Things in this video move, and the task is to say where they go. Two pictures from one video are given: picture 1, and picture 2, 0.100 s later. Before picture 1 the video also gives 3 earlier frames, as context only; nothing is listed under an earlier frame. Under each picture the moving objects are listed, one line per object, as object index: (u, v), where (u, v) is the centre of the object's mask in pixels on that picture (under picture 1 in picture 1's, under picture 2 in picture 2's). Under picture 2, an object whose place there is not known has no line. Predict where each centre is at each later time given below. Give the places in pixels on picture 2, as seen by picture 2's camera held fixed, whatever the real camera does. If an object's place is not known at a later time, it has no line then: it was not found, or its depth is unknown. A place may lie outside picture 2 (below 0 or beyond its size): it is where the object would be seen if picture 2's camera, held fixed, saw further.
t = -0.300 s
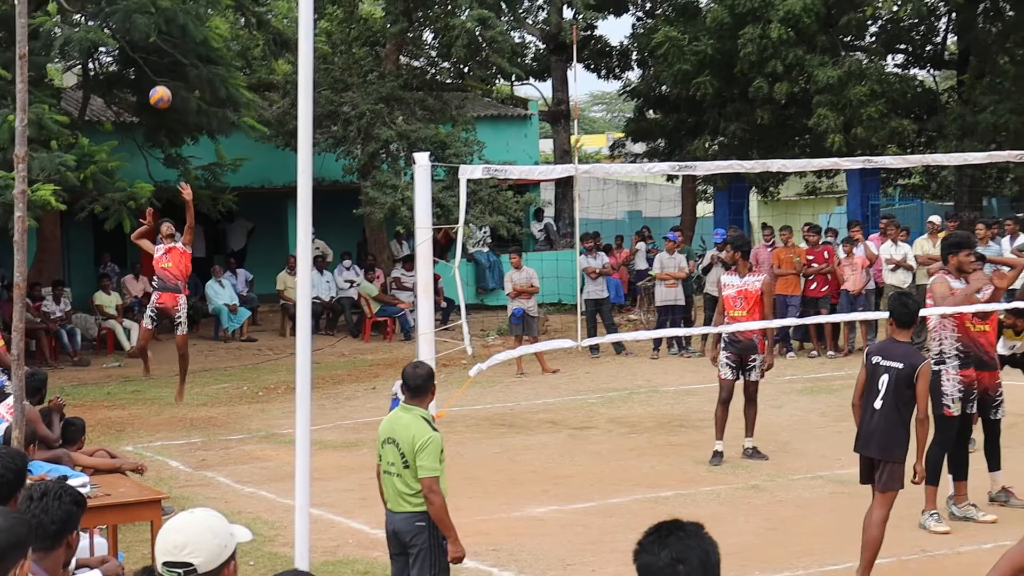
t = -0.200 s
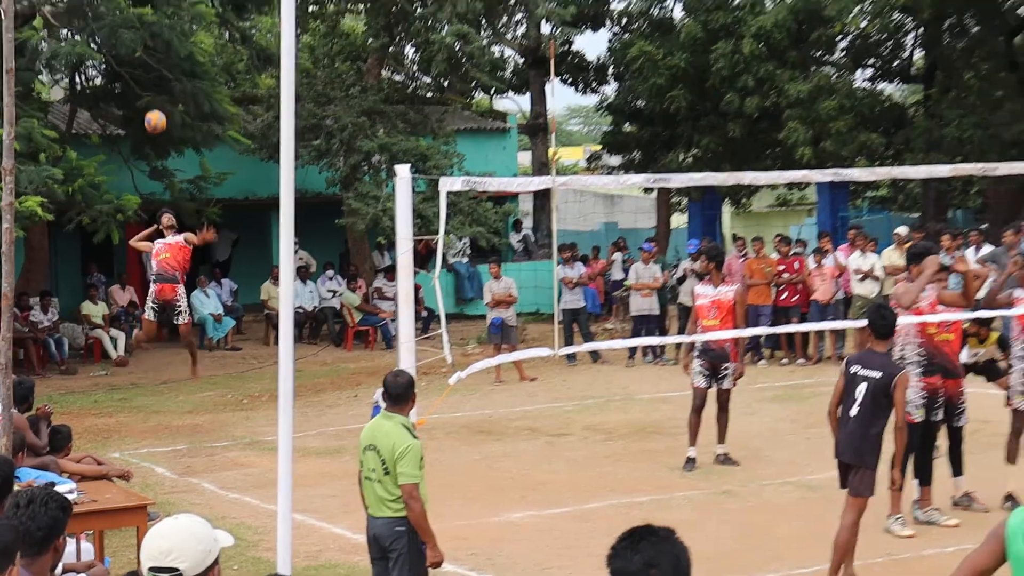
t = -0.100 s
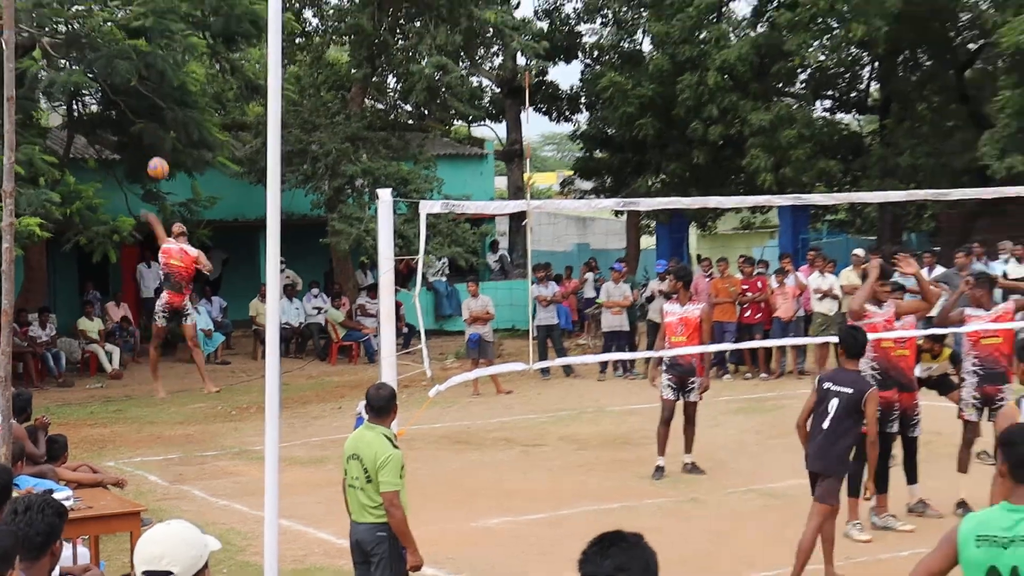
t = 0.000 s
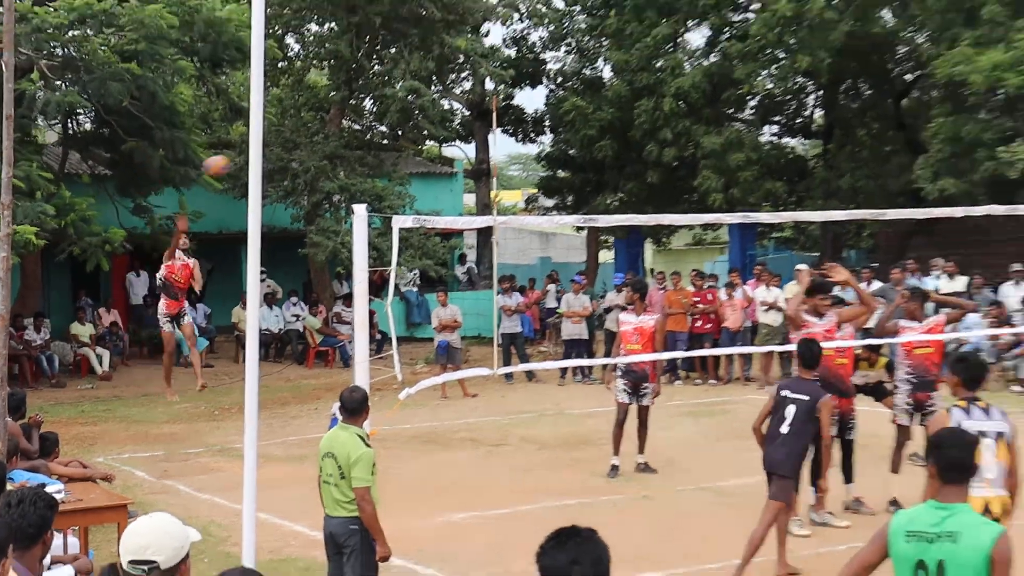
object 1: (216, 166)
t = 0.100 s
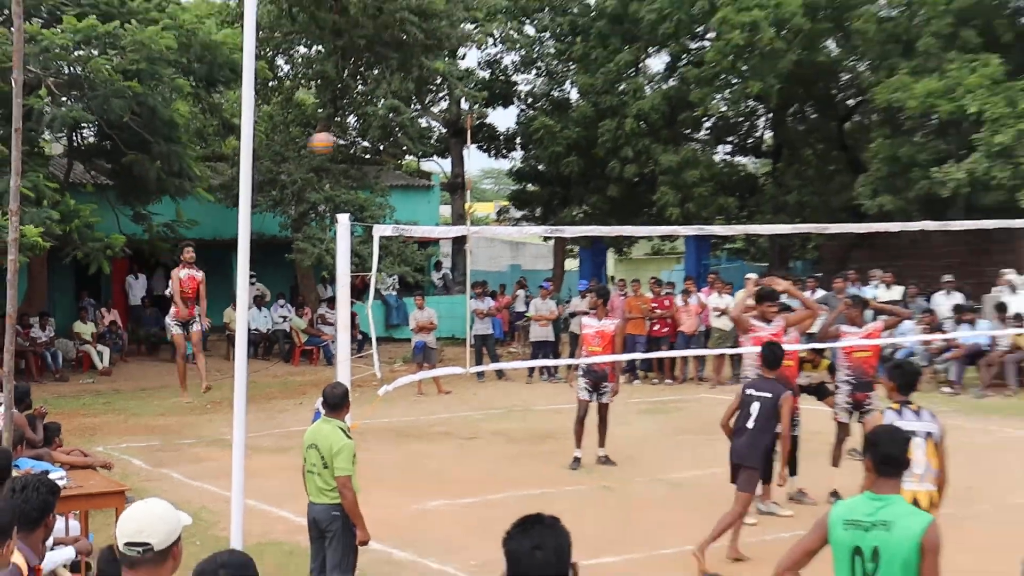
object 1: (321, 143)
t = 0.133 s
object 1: (365, 135)
